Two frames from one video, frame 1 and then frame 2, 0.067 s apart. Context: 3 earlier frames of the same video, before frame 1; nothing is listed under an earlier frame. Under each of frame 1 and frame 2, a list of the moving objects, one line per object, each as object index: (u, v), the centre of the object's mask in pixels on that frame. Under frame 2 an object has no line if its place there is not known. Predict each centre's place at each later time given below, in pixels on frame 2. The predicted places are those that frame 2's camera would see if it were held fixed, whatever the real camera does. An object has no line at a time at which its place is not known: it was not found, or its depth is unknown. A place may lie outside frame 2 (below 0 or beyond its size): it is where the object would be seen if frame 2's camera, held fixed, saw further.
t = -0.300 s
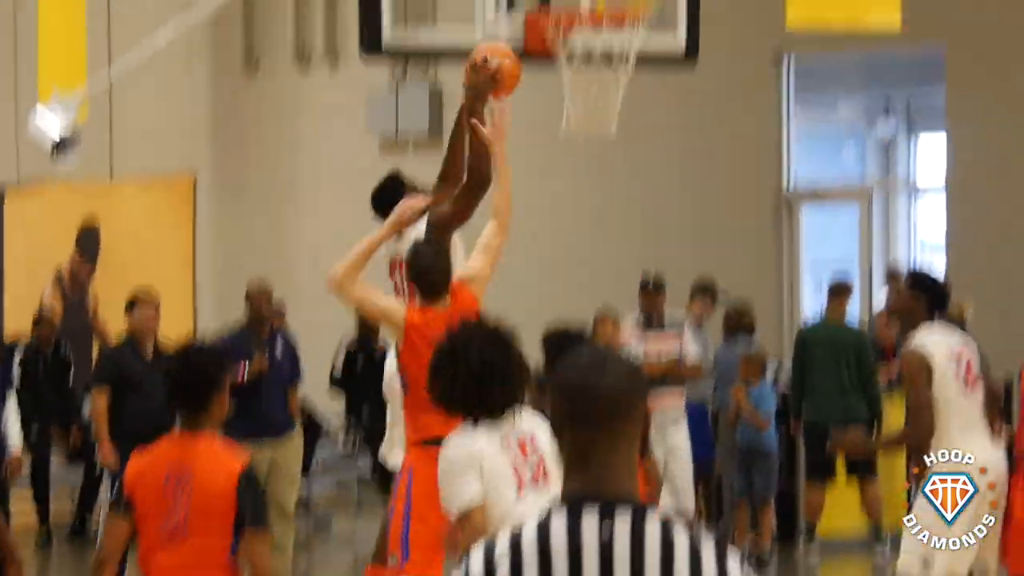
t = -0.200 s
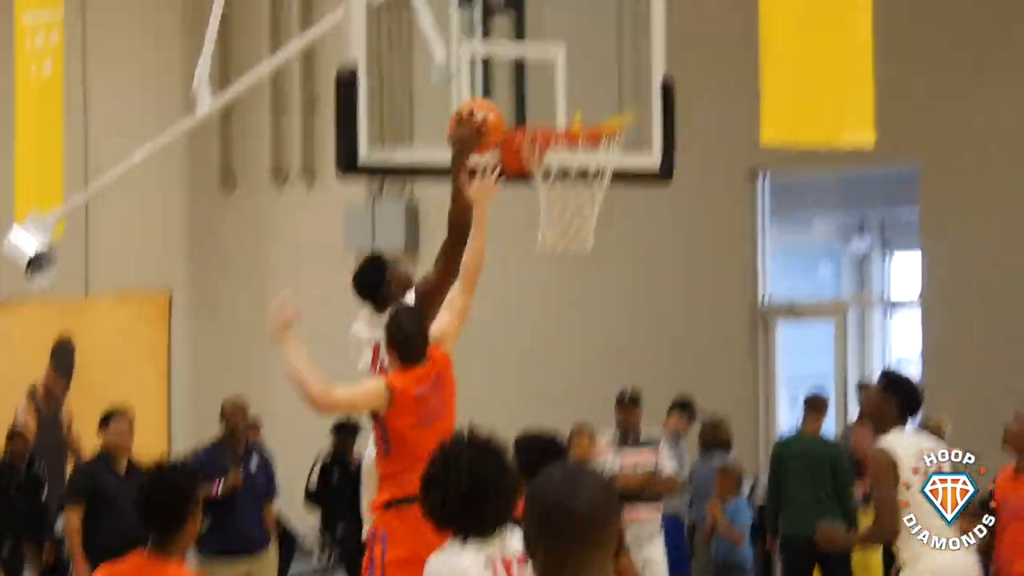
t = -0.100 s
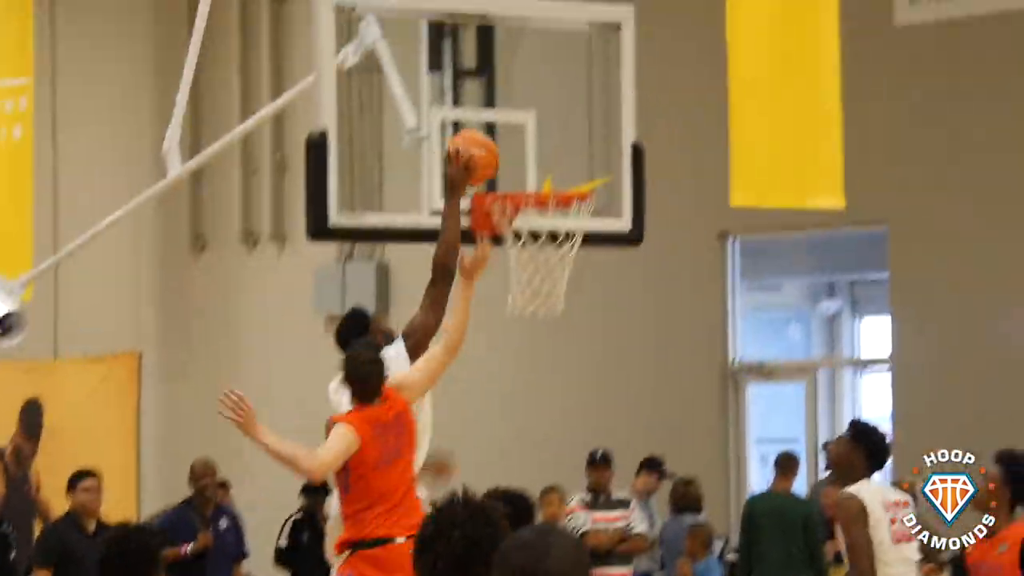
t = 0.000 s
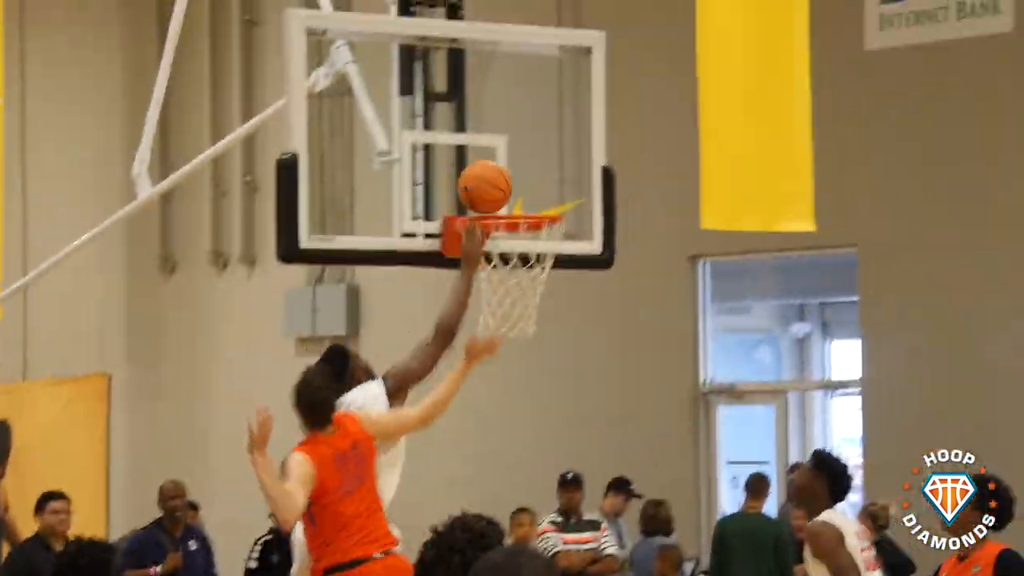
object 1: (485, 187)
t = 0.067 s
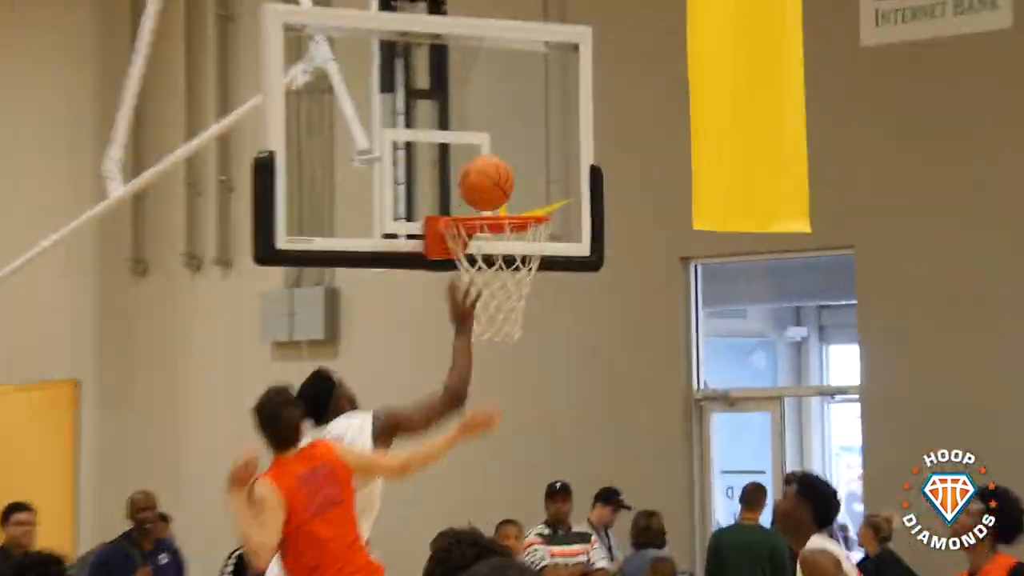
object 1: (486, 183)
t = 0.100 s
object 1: (494, 185)
